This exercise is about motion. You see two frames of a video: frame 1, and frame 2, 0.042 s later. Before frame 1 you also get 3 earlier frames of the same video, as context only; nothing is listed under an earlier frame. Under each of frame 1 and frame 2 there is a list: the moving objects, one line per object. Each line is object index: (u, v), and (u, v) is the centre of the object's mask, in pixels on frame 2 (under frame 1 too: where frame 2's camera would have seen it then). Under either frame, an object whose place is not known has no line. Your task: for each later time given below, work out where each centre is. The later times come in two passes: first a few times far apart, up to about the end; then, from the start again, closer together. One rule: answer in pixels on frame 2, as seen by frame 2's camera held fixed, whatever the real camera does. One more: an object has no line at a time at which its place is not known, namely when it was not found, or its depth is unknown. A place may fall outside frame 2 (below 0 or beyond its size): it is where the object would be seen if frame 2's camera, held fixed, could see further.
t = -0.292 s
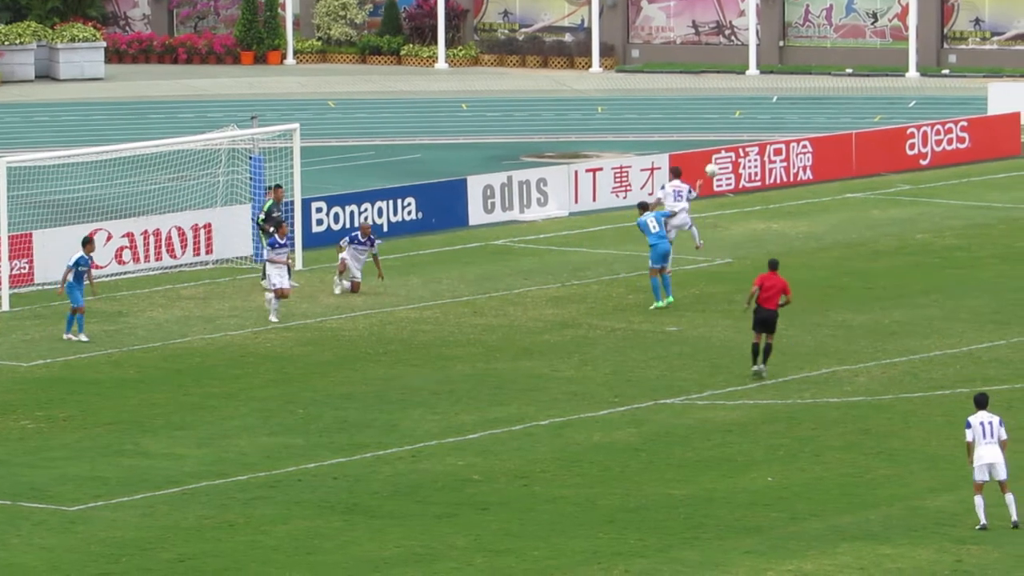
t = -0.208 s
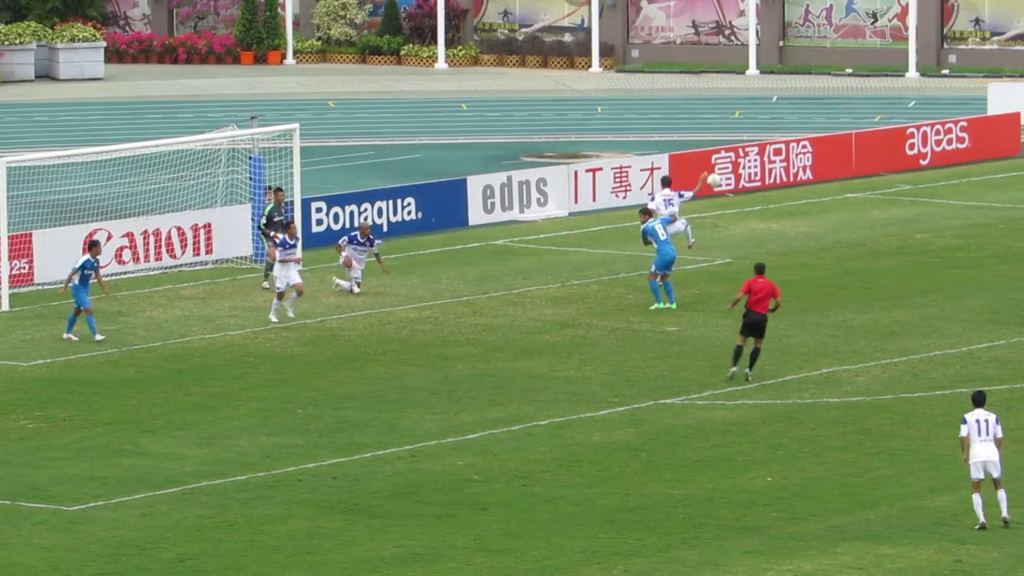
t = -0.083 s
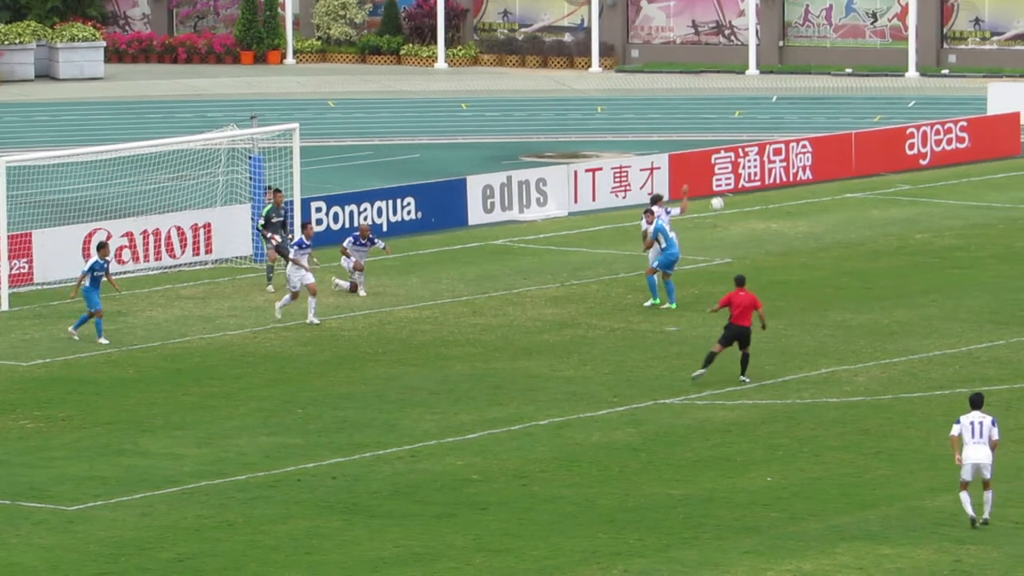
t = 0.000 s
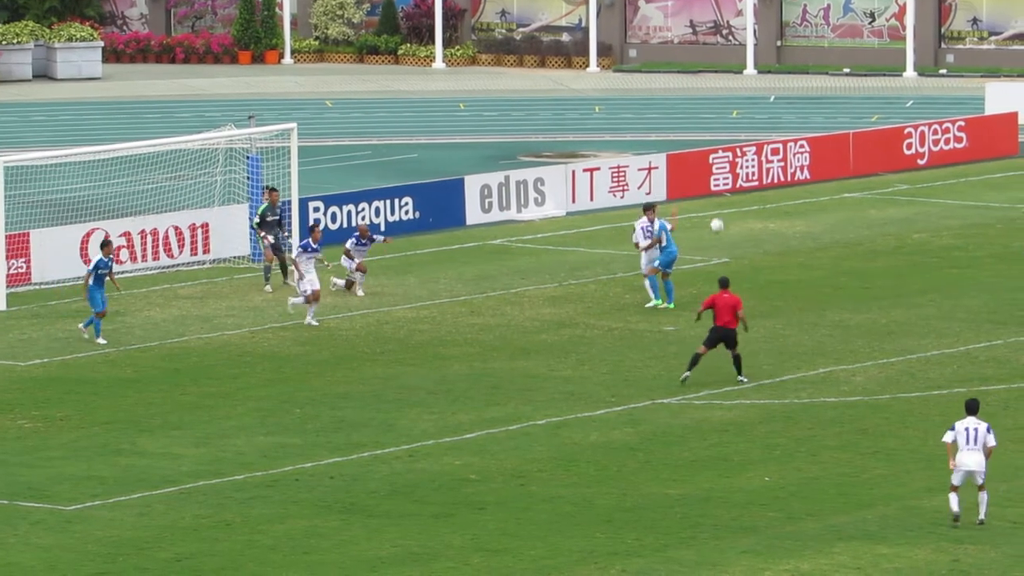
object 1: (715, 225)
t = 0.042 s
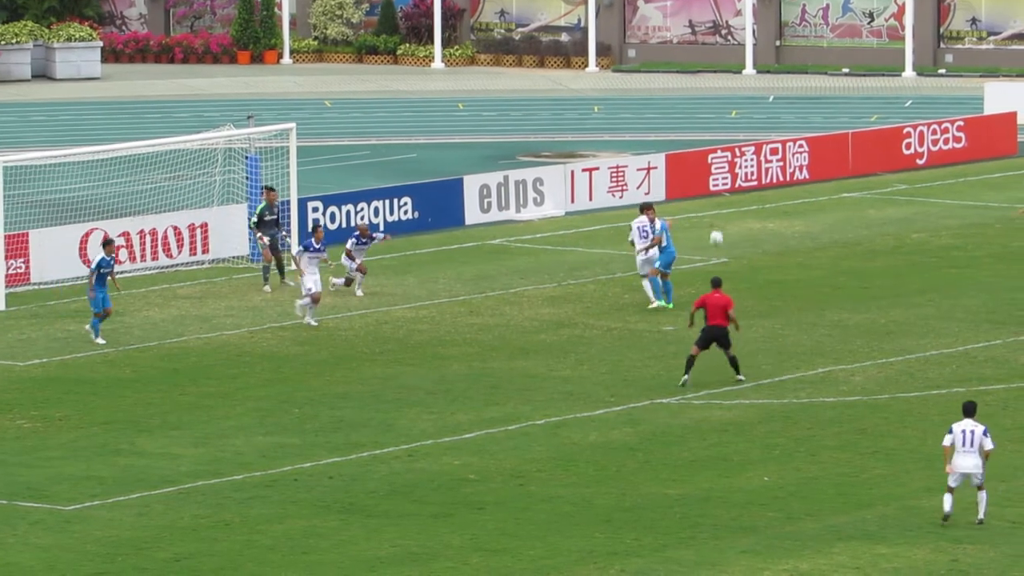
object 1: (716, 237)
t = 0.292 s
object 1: (719, 338)
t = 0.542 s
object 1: (760, 306)
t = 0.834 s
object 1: (809, 311)
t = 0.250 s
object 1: (719, 318)
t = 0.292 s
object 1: (719, 338)
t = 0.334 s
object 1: (724, 336)
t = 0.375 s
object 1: (731, 328)
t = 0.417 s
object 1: (738, 320)
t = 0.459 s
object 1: (746, 314)
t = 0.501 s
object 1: (753, 310)
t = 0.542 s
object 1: (760, 306)
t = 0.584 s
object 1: (766, 303)
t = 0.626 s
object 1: (774, 302)
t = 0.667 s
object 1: (781, 301)
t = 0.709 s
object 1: (788, 302)
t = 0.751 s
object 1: (795, 304)
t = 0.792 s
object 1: (802, 307)
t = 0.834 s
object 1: (809, 311)
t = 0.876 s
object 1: (816, 317)
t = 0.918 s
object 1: (823, 323)
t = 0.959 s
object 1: (830, 331)
